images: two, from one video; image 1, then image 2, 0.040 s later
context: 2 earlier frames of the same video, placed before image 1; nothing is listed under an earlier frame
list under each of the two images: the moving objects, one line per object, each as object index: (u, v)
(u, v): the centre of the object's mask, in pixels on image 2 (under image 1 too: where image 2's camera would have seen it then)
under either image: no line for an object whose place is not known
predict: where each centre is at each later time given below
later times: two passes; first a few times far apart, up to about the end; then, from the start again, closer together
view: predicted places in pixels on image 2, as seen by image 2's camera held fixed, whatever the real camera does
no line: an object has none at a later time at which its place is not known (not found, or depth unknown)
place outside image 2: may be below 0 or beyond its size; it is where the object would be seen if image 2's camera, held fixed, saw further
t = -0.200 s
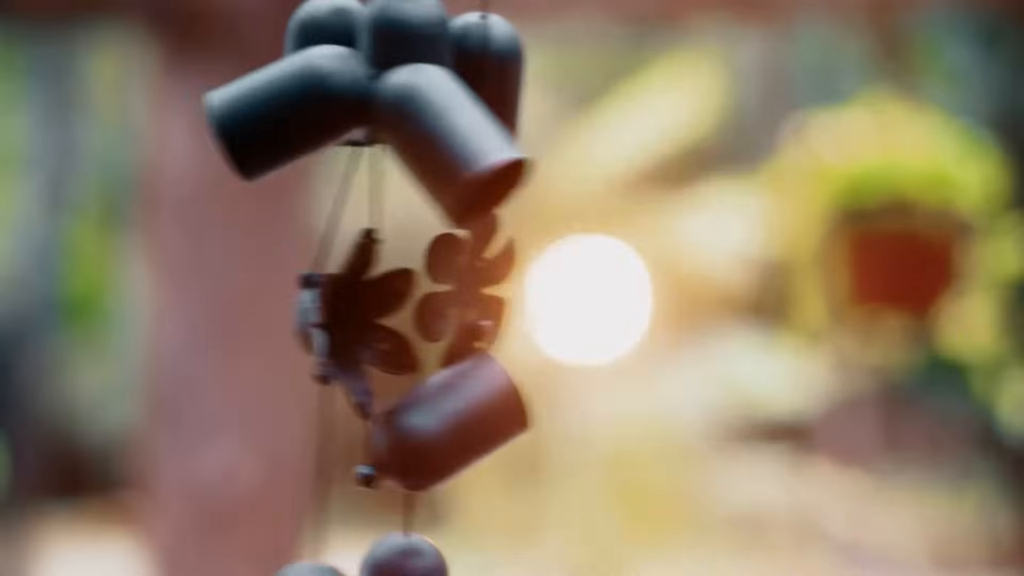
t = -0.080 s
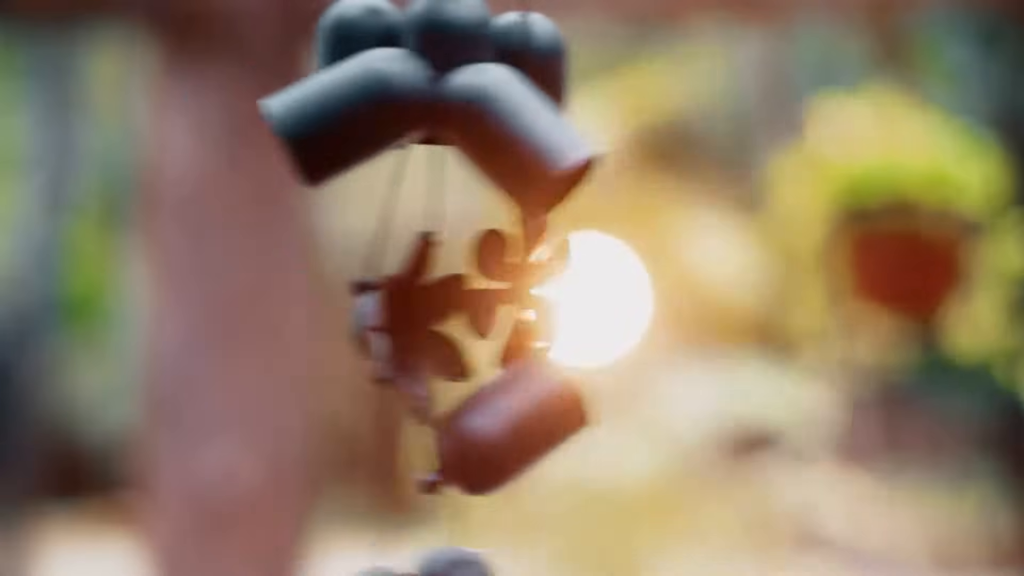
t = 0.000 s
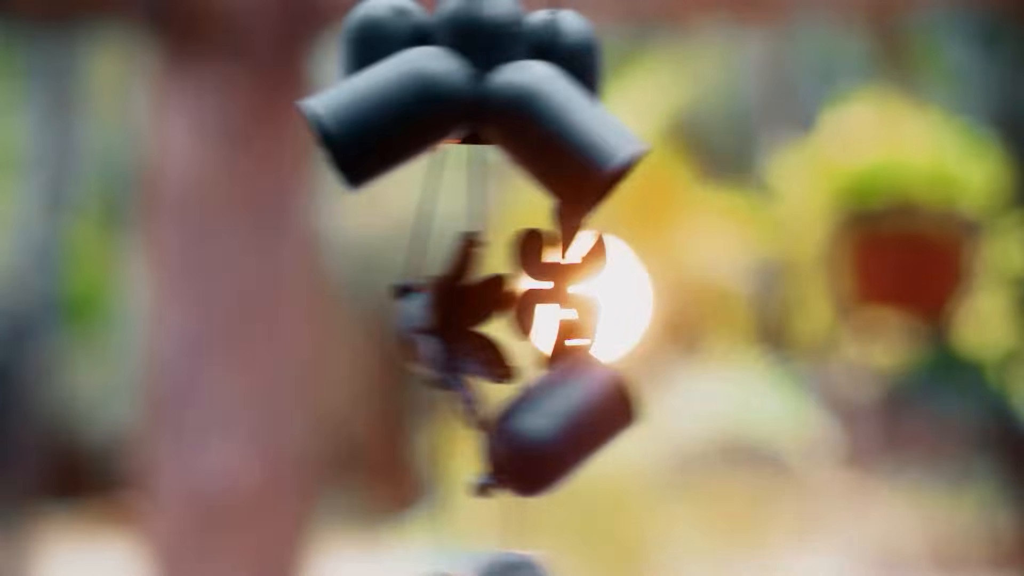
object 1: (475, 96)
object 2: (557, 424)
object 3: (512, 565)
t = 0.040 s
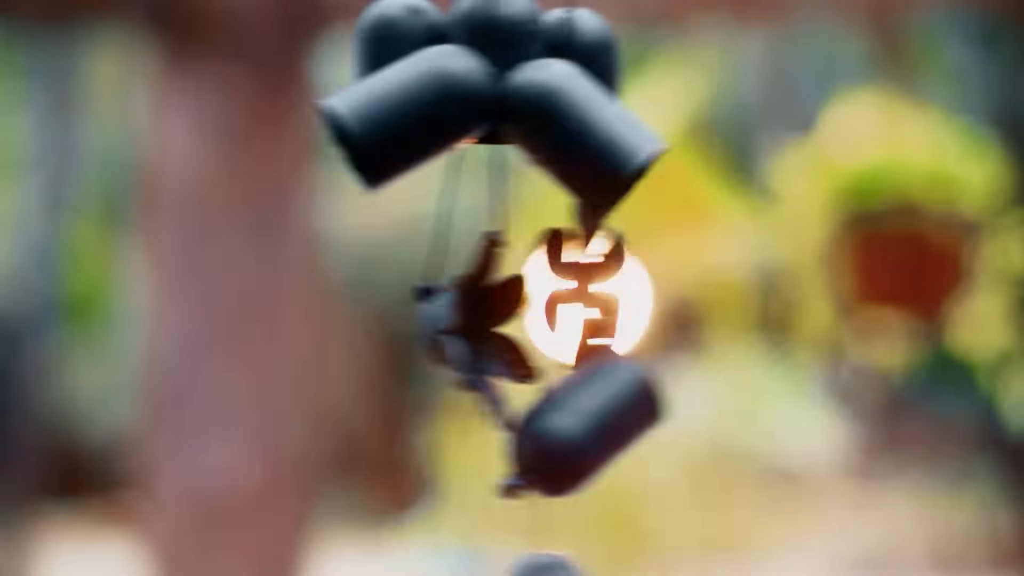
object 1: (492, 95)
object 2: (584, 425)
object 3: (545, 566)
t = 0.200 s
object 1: (563, 88)
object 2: (689, 415)
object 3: (663, 562)
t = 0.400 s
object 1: (631, 90)
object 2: (752, 410)
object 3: (713, 565)
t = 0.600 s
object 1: (602, 92)
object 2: (720, 410)
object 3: (682, 565)
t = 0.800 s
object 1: (502, 96)
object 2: (594, 421)
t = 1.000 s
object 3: (399, 558)
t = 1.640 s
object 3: (534, 565)
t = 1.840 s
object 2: (675, 415)
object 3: (631, 563)
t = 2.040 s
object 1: (587, 97)
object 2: (671, 424)
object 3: (617, 565)
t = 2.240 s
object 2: (589, 434)
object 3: (550, 566)
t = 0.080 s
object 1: (509, 93)
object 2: (611, 422)
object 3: (579, 565)
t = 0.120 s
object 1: (527, 92)
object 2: (639, 419)
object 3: (610, 565)
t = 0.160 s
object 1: (545, 90)
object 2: (664, 418)
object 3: (639, 563)
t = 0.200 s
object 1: (563, 88)
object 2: (689, 415)
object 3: (663, 562)
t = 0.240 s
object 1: (580, 87)
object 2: (710, 412)
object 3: (683, 561)
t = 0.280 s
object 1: (598, 87)
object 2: (726, 411)
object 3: (695, 562)
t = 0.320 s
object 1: (614, 87)
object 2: (740, 410)
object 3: (705, 562)
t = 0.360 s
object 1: (629, 88)
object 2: (753, 409)
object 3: (715, 564)
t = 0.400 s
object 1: (631, 90)
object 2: (752, 410)
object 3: (713, 565)
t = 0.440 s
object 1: (633, 90)
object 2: (753, 410)
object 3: (712, 565)
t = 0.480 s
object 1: (630, 90)
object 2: (749, 410)
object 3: (710, 565)
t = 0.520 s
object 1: (627, 91)
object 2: (746, 409)
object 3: (707, 564)
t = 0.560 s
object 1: (615, 92)
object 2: (734, 409)
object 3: (695, 565)
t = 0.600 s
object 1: (602, 92)
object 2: (720, 410)
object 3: (682, 565)
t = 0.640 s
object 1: (584, 94)
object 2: (699, 412)
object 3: (662, 565)
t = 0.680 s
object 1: (563, 95)
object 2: (674, 416)
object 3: (640, 565)
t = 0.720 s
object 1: (542, 95)
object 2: (650, 417)
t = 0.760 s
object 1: (521, 95)
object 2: (623, 418)
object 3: (579, 562)
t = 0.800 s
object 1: (502, 96)
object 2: (594, 421)
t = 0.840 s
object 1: (480, 96)
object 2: (560, 423)
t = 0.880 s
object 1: (468, 97)
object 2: (534, 429)
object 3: (483, 560)
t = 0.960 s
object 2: (485, 419)
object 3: (426, 558)
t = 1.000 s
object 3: (399, 558)
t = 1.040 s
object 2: (445, 415)
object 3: (380, 553)
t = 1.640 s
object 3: (534, 565)
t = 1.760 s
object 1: (547, 98)
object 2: (644, 421)
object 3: (605, 565)
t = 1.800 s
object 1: (561, 96)
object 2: (661, 418)
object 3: (620, 563)
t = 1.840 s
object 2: (675, 415)
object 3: (631, 563)
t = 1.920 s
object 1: (587, 96)
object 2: (680, 421)
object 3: (630, 564)
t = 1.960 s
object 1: (590, 96)
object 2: (676, 423)
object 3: (629, 564)
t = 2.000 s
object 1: (591, 96)
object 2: (673, 424)
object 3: (624, 565)
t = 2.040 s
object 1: (587, 97)
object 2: (671, 424)
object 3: (617, 565)
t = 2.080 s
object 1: (581, 98)
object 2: (657, 424)
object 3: (609, 566)
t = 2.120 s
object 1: (565, 98)
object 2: (642, 425)
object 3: (596, 567)
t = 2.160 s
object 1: (549, 99)
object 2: (626, 427)
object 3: (581, 567)
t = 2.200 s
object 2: (606, 431)
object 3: (563, 567)
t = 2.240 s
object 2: (589, 434)
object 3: (550, 566)
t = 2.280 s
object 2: (566, 437)
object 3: (524, 566)
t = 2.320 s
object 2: (537, 440)
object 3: (492, 567)
